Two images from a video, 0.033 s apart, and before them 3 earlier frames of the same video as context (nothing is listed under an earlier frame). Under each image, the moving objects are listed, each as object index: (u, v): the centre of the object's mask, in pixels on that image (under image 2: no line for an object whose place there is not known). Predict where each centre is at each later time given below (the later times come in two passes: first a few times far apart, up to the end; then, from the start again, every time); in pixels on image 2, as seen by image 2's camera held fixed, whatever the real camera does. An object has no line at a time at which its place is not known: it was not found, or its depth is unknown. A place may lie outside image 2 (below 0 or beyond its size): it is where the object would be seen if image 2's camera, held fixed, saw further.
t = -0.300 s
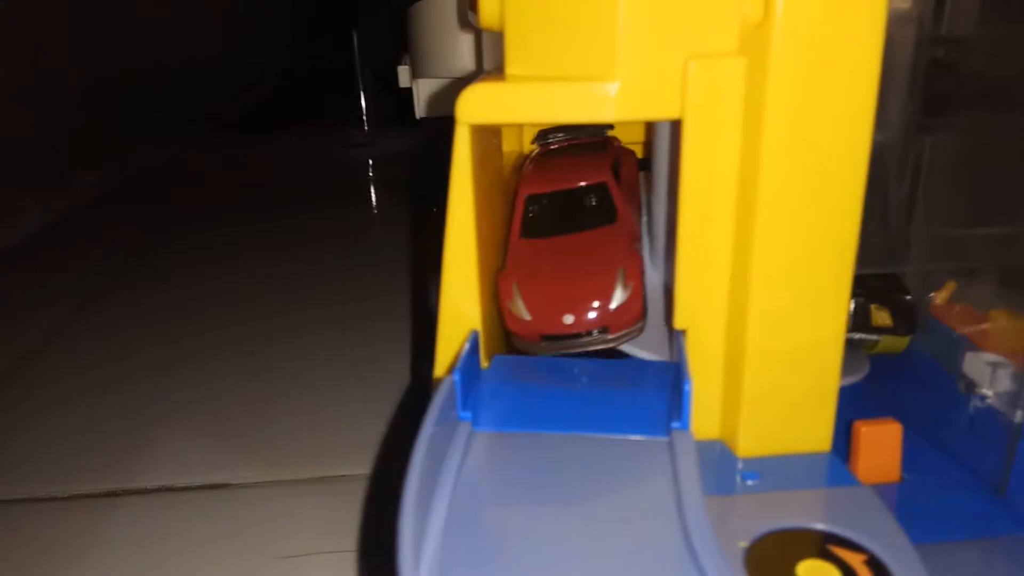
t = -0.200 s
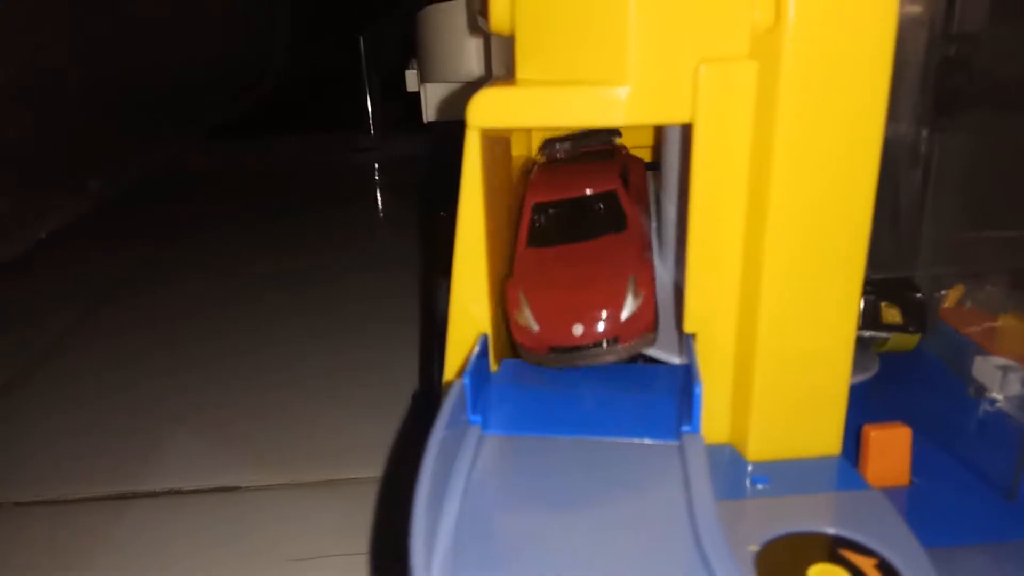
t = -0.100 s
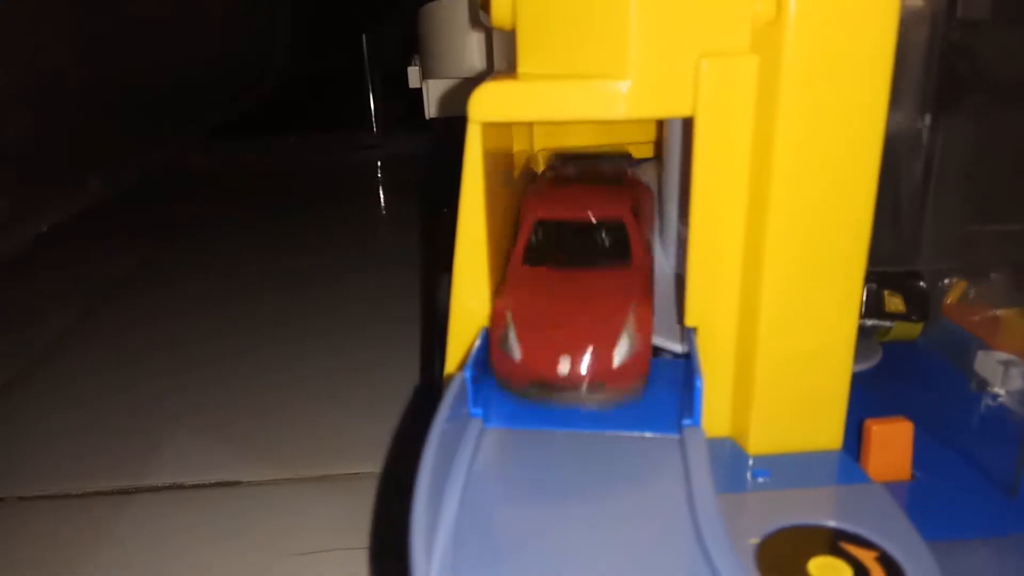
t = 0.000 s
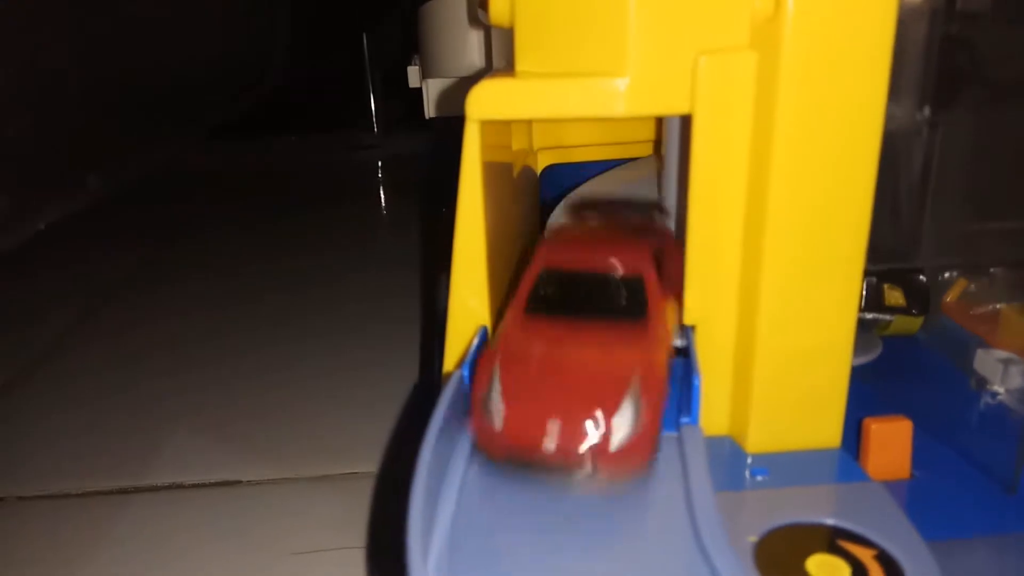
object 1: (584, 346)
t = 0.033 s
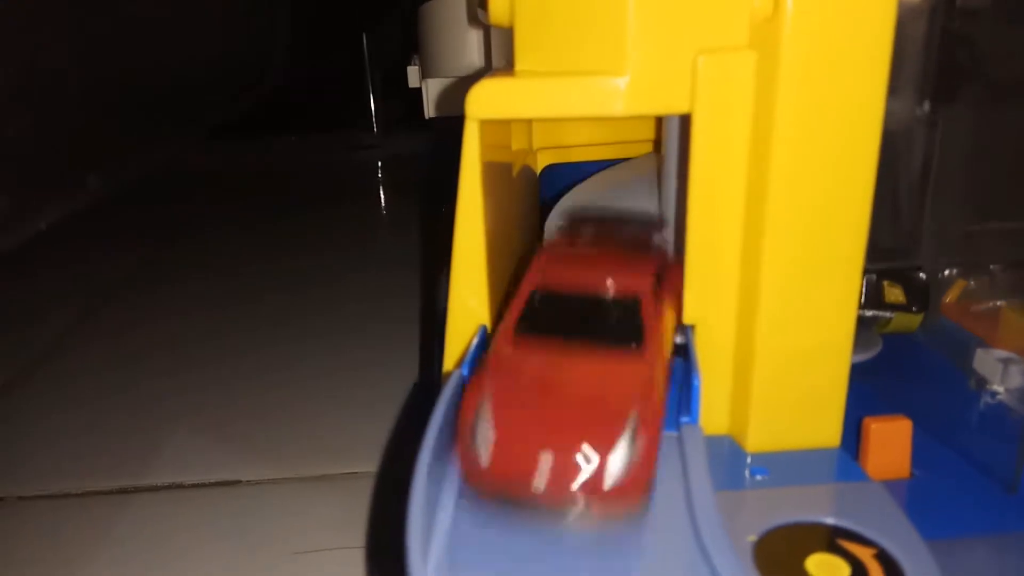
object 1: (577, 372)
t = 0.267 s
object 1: (641, 499)
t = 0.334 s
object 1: (699, 538)
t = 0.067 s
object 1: (571, 409)
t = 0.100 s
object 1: (570, 435)
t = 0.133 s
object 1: (579, 448)
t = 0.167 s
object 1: (595, 453)
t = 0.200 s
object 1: (607, 460)
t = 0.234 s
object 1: (625, 483)
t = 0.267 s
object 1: (641, 499)
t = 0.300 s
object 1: (661, 516)
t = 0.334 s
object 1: (699, 538)
